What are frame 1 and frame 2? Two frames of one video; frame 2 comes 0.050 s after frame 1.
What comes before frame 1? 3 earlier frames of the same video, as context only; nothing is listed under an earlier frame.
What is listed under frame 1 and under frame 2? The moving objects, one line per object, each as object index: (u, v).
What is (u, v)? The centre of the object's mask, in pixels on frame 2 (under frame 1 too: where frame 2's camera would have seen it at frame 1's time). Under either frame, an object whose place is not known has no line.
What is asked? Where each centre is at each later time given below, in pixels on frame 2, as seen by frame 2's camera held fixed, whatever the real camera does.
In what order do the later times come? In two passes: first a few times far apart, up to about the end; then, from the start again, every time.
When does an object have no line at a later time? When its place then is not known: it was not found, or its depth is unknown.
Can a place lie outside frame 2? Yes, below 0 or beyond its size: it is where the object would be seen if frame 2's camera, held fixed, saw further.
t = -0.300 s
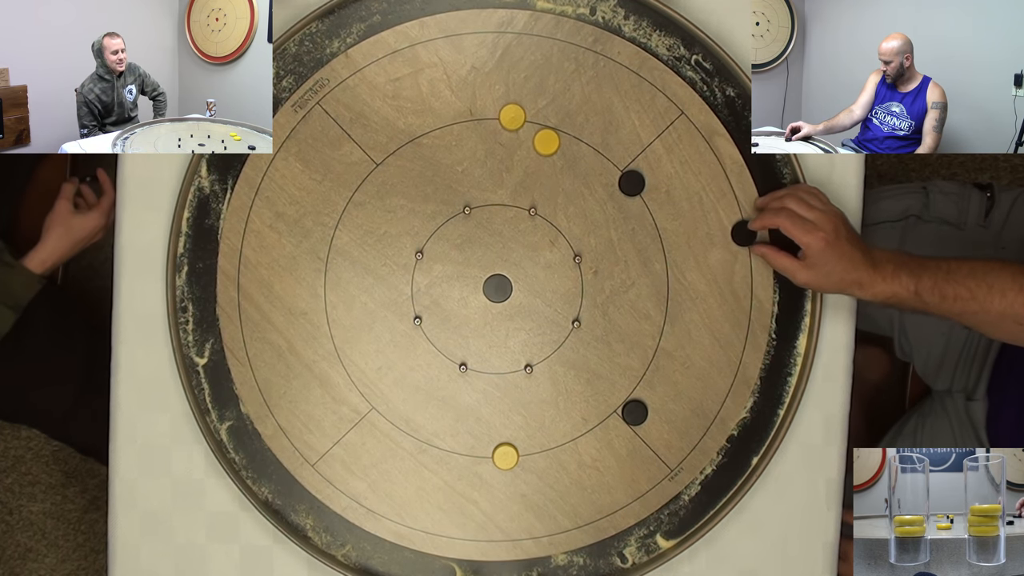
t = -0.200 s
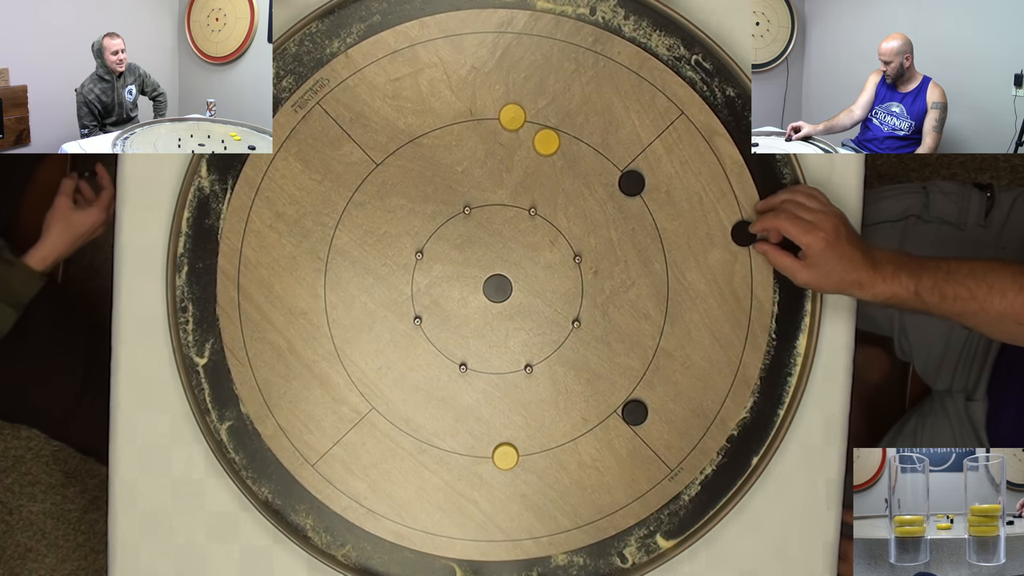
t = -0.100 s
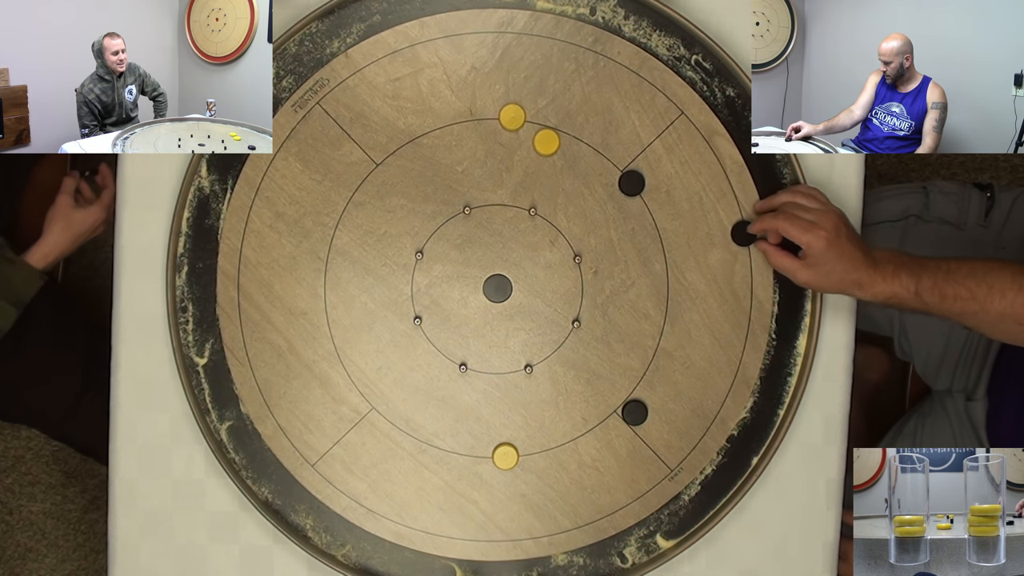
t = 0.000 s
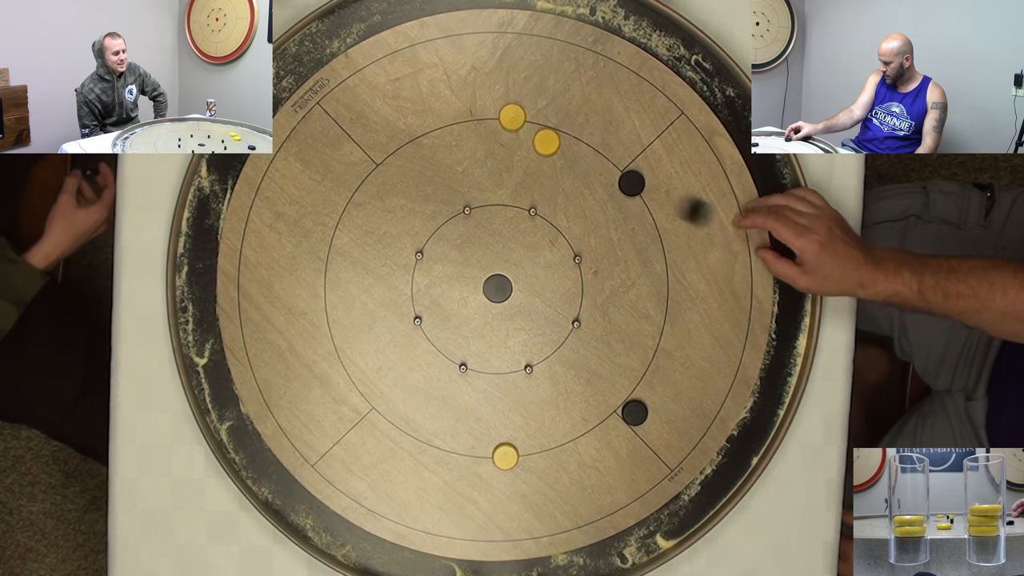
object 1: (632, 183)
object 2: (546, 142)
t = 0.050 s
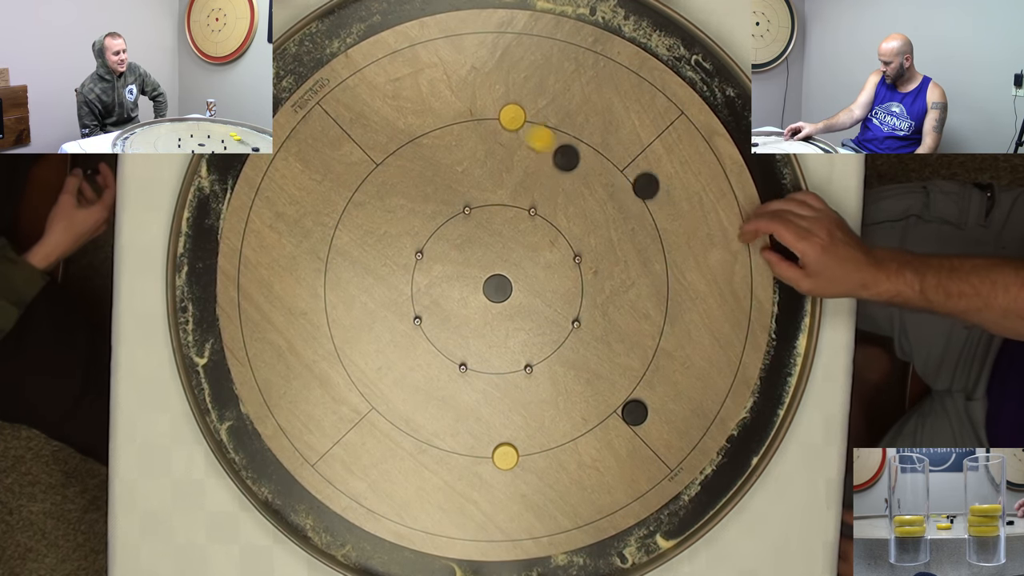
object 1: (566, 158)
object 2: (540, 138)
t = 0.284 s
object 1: (465, 192)
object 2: (480, 137)
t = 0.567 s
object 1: (421, 179)
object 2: (470, 139)
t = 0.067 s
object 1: (558, 160)
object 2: (529, 134)
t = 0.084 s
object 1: (550, 163)
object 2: (524, 134)
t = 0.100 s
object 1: (542, 165)
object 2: (518, 135)
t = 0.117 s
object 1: (535, 168)
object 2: (514, 135)
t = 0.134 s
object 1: (528, 171)
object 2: (509, 135)
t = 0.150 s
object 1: (520, 173)
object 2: (505, 135)
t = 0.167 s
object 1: (513, 176)
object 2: (501, 135)
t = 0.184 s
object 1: (505, 178)
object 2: (497, 135)
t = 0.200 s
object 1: (498, 181)
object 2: (494, 136)
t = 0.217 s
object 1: (491, 183)
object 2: (490, 136)
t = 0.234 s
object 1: (484, 186)
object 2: (487, 136)
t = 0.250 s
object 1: (478, 189)
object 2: (484, 136)
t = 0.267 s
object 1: (471, 191)
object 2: (482, 136)
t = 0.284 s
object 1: (465, 192)
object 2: (480, 137)
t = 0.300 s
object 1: (460, 191)
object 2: (478, 137)
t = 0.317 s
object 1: (456, 190)
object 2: (476, 137)
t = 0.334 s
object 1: (452, 188)
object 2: (475, 137)
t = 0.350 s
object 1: (448, 187)
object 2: (473, 137)
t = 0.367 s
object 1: (444, 186)
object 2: (472, 138)
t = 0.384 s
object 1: (441, 185)
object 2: (472, 138)
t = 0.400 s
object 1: (438, 184)
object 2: (471, 138)
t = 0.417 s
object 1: (435, 183)
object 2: (470, 138)
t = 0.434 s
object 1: (432, 182)
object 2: (470, 138)
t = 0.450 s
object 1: (430, 181)
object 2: (470, 138)
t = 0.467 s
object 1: (428, 181)
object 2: (470, 138)
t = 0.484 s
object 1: (426, 180)
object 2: (470, 138)
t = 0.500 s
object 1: (425, 180)
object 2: (470, 139)
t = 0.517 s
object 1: (423, 180)
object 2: (470, 139)
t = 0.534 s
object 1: (422, 179)
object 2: (470, 139)
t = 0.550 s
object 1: (422, 179)
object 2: (470, 139)
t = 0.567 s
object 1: (421, 179)
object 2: (470, 139)
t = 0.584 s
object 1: (421, 179)
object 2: (470, 139)
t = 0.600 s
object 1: (421, 179)
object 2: (470, 139)
